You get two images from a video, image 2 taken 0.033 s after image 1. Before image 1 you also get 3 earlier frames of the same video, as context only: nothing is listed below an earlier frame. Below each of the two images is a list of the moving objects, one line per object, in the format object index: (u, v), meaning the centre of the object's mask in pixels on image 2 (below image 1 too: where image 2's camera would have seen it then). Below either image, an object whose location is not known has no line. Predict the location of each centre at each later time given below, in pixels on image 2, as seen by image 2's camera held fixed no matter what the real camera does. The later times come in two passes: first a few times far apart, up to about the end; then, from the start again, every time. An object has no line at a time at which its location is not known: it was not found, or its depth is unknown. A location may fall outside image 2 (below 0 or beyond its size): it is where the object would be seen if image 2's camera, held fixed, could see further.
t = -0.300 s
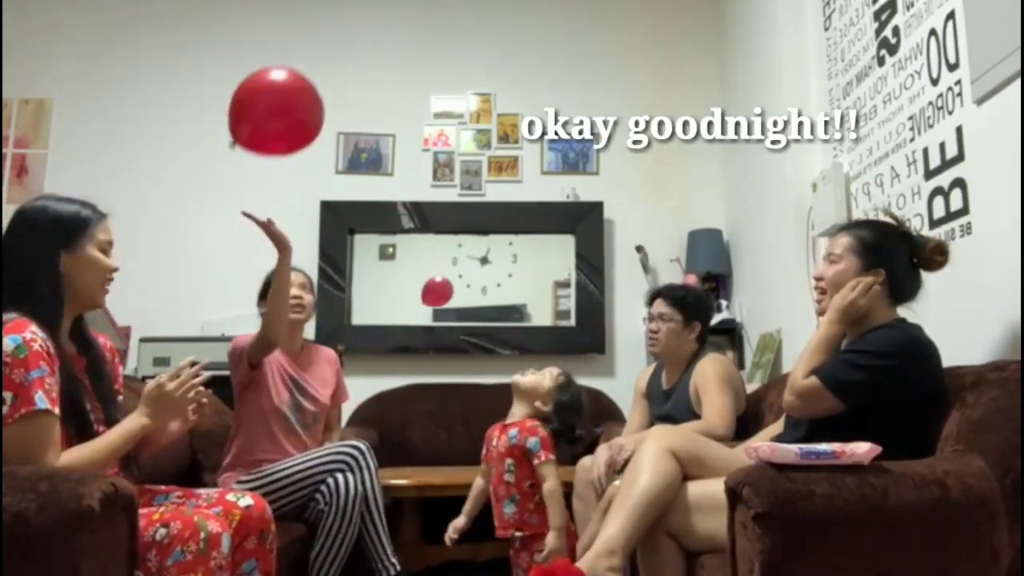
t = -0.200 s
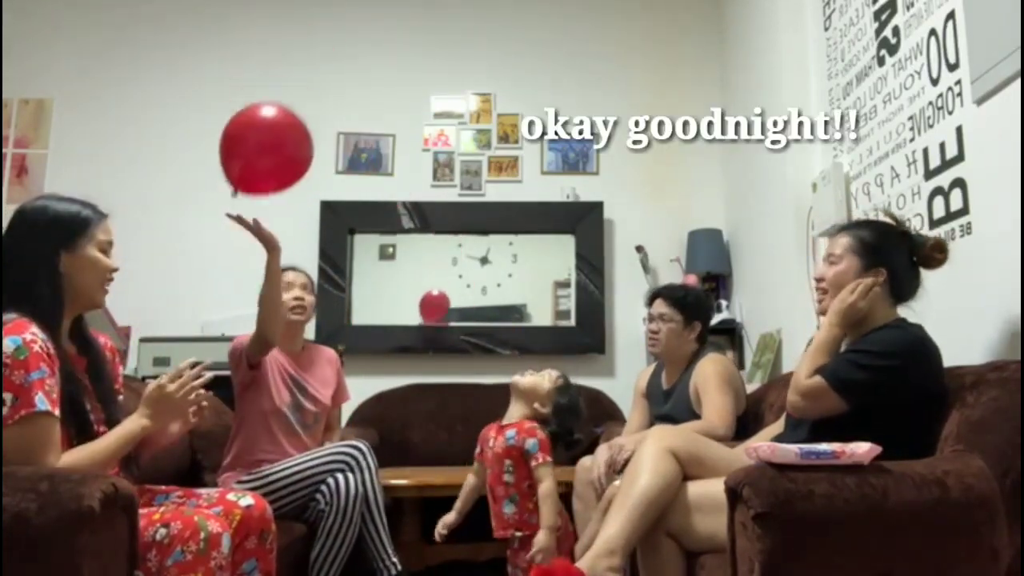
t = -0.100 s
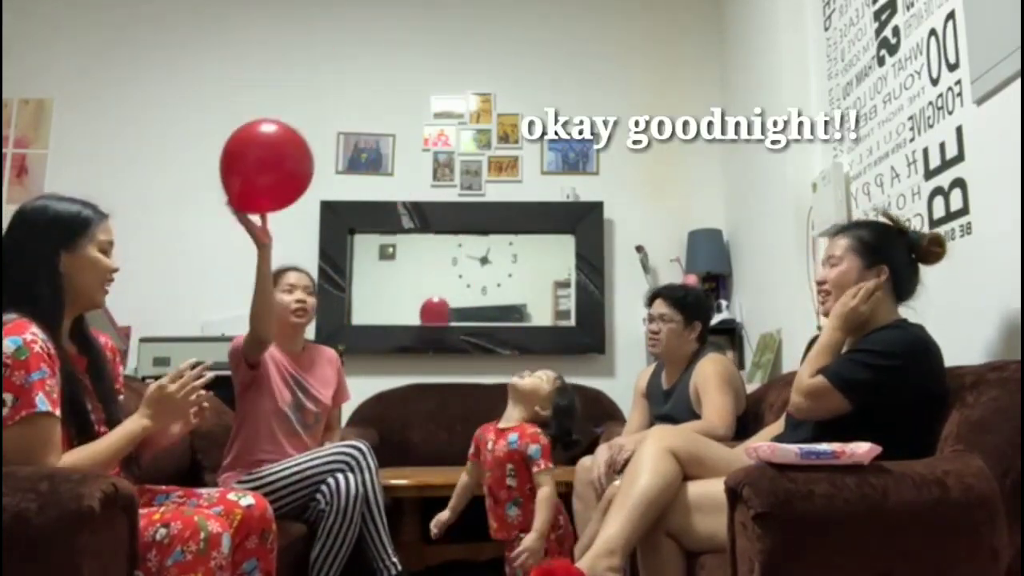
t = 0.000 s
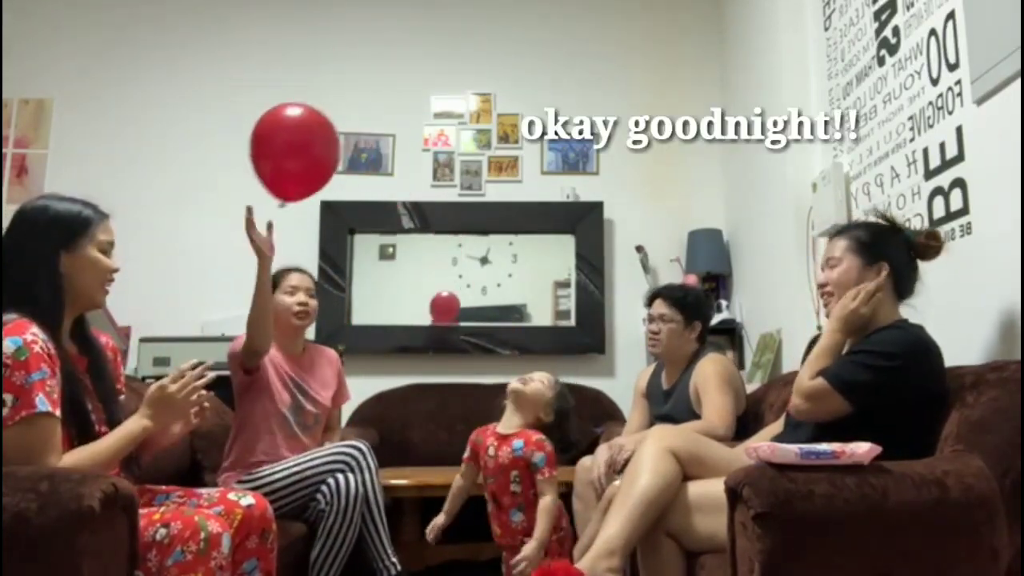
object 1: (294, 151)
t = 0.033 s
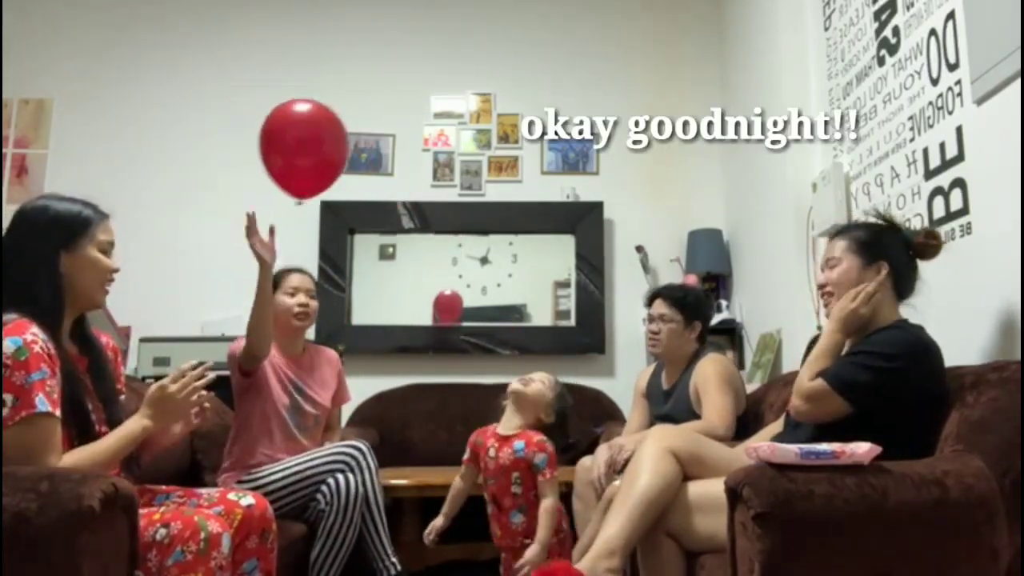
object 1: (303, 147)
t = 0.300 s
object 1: (371, 140)
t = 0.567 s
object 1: (433, 163)
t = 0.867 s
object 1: (492, 224)
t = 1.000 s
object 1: (512, 261)
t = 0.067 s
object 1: (312, 144)
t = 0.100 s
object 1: (321, 142)
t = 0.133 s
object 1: (330, 140)
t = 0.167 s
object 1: (338, 139)
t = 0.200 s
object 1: (347, 139)
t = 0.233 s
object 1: (355, 139)
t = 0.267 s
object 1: (363, 139)
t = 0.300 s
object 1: (371, 140)
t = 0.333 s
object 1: (379, 141)
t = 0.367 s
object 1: (387, 143)
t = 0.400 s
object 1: (395, 145)
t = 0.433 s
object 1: (403, 148)
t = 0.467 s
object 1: (411, 151)
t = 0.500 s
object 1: (418, 154)
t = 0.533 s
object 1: (425, 159)
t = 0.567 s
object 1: (433, 163)
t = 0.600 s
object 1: (440, 168)
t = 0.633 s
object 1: (447, 174)
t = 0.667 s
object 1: (454, 180)
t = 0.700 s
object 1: (461, 186)
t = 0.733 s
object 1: (468, 193)
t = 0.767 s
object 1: (475, 200)
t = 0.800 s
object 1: (481, 207)
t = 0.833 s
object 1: (487, 216)
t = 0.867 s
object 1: (492, 224)
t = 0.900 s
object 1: (498, 233)
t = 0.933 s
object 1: (503, 242)
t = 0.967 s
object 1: (507, 251)
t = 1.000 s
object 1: (512, 261)
